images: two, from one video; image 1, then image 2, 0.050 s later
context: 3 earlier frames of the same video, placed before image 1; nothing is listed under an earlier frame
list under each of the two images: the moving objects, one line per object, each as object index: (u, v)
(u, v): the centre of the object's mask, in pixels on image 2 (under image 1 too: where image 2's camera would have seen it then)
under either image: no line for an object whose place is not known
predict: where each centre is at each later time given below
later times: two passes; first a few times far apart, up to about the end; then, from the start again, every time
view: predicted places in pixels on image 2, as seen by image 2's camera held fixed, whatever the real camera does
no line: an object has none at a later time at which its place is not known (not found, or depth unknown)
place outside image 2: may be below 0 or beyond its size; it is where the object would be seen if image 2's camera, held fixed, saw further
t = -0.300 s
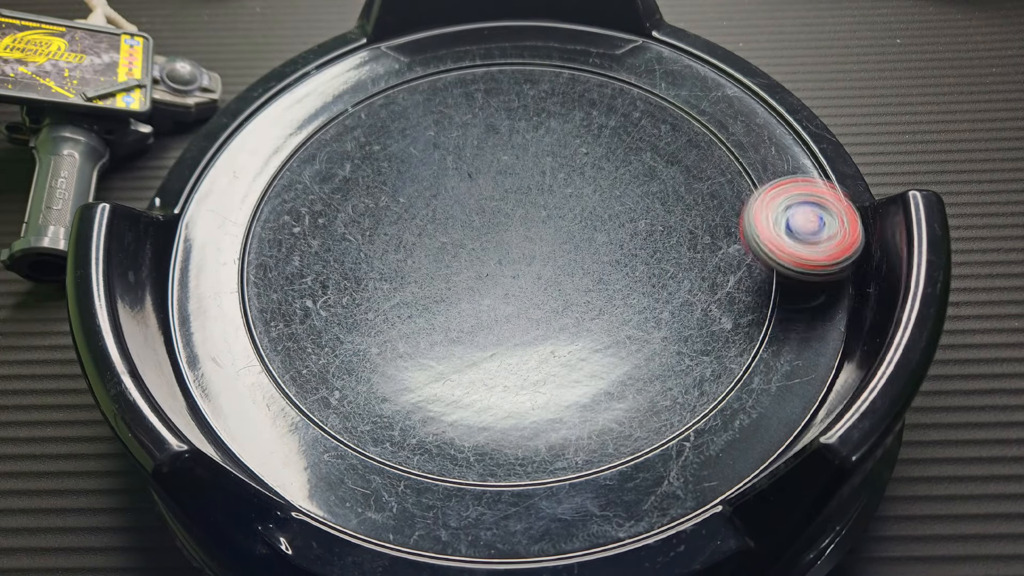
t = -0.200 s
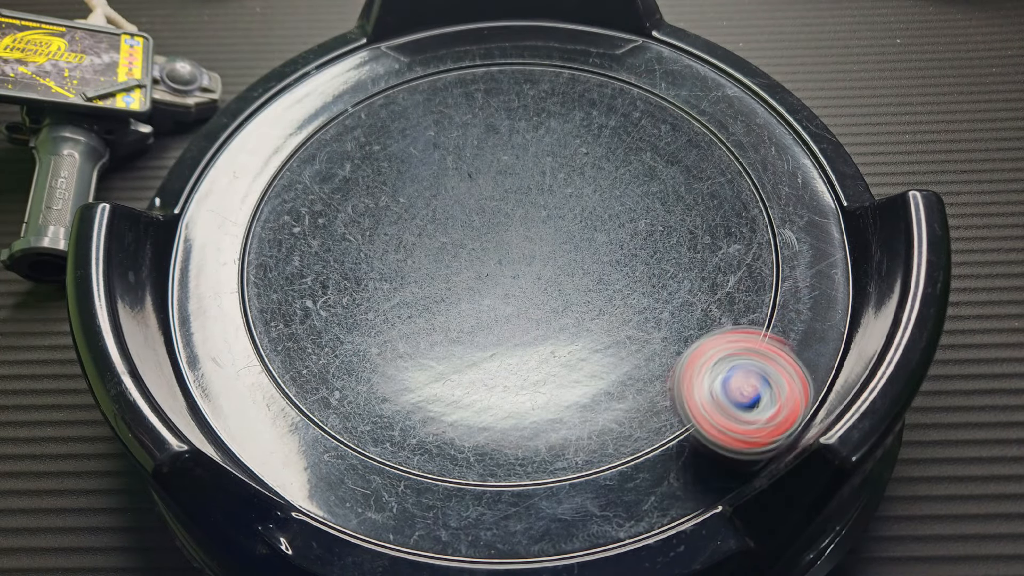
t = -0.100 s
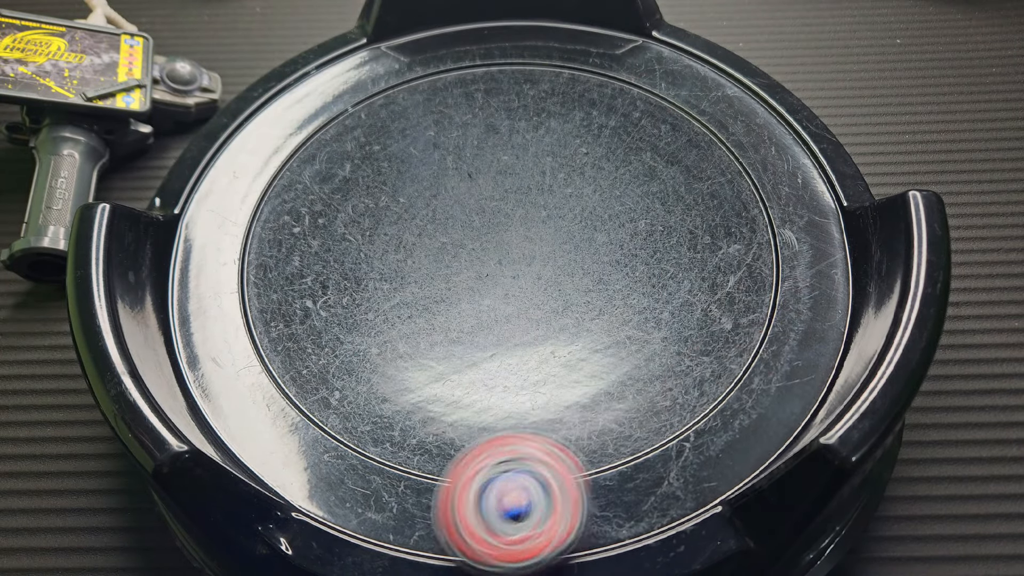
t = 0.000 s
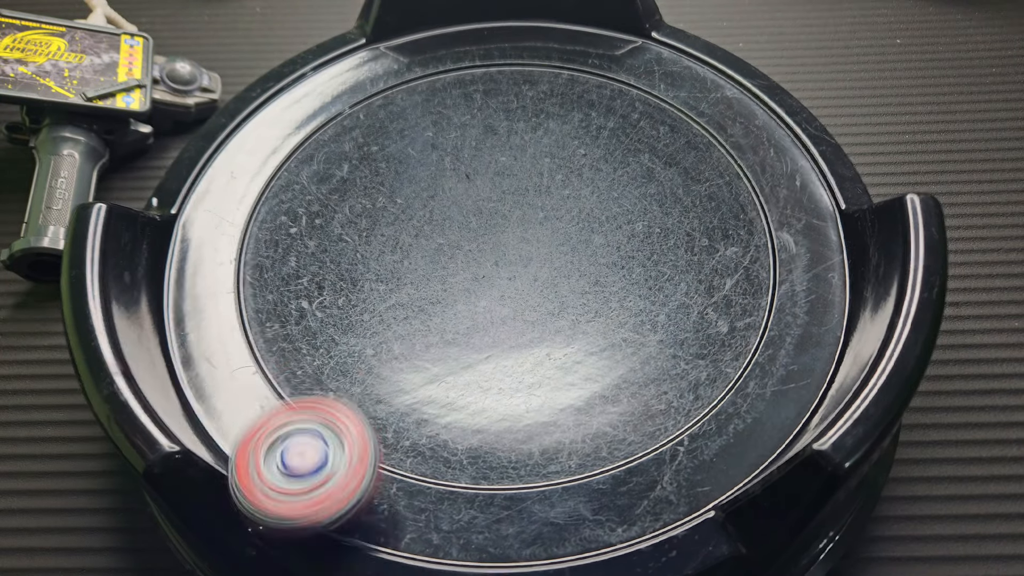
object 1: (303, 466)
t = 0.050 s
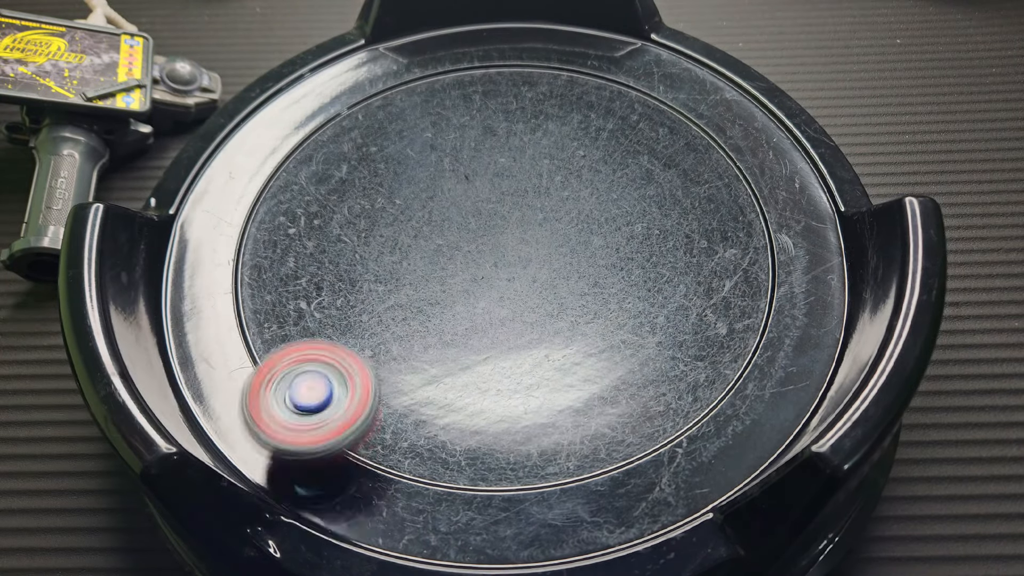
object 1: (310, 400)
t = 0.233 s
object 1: (373, 207)
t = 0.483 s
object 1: (649, 131)
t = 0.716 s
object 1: (727, 357)
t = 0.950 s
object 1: (325, 373)
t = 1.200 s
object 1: (392, 86)
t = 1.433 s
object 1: (694, 99)
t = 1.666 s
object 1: (676, 393)
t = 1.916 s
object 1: (253, 326)
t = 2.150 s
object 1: (362, 79)
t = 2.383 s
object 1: (648, 99)
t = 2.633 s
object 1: (637, 403)
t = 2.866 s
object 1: (264, 342)
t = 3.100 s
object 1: (370, 100)
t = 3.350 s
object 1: (683, 160)
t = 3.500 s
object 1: (753, 332)
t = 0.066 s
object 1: (317, 390)
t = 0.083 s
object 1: (320, 373)
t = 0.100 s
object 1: (322, 352)
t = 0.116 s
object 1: (325, 331)
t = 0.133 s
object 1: (331, 315)
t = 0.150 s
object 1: (334, 297)
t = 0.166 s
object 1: (338, 277)
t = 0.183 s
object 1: (344, 259)
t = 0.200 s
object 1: (351, 241)
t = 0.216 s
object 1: (361, 224)
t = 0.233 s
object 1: (373, 207)
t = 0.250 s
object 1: (386, 194)
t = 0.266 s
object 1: (401, 178)
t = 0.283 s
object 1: (417, 167)
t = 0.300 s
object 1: (434, 154)
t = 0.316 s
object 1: (452, 144)
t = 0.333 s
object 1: (471, 137)
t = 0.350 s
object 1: (489, 131)
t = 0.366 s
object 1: (509, 124)
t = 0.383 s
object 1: (529, 121)
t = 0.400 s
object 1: (550, 118)
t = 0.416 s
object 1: (569, 117)
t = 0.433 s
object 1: (590, 118)
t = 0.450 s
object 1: (610, 120)
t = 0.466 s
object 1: (629, 125)
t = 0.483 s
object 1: (649, 131)
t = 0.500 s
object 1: (666, 137)
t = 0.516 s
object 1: (685, 145)
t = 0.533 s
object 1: (702, 156)
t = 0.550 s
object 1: (719, 167)
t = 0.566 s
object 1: (736, 183)
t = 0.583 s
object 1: (750, 197)
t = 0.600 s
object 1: (766, 213)
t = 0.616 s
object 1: (775, 230)
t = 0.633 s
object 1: (773, 247)
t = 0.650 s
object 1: (770, 270)
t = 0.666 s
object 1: (763, 294)
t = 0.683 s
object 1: (756, 314)
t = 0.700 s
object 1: (744, 338)
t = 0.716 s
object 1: (727, 357)
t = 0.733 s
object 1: (703, 378)
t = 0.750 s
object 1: (679, 396)
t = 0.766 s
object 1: (650, 411)
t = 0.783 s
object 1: (620, 426)
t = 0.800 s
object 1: (587, 436)
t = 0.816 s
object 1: (553, 444)
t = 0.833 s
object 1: (519, 448)
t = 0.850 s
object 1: (484, 446)
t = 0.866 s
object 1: (452, 442)
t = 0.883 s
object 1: (418, 433)
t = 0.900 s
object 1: (391, 423)
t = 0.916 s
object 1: (366, 408)
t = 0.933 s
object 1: (344, 393)
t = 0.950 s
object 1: (325, 373)
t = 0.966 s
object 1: (310, 354)
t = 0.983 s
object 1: (300, 332)
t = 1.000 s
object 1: (290, 312)
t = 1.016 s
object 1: (286, 290)
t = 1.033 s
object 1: (284, 269)
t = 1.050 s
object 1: (285, 248)
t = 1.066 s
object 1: (290, 228)
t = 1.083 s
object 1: (296, 207)
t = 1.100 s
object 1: (305, 188)
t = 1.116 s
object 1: (314, 168)
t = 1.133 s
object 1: (326, 149)
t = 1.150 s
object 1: (341, 132)
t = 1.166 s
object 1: (357, 116)
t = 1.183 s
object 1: (374, 99)
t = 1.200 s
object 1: (392, 86)
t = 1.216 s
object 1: (412, 73)
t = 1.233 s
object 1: (431, 61)
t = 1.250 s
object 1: (453, 52)
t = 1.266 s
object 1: (475, 45)
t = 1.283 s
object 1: (498, 39)
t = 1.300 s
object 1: (521, 37)
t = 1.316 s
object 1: (544, 39)
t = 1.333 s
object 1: (566, 45)
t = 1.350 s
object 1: (587, 55)
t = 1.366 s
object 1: (609, 64)
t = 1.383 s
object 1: (629, 72)
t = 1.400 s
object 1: (651, 79)
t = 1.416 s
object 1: (673, 88)
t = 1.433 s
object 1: (694, 99)
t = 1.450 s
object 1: (710, 113)
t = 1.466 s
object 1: (724, 132)
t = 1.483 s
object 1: (737, 151)
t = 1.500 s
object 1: (750, 169)
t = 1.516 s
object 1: (759, 190)
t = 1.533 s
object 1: (766, 211)
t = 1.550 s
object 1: (769, 236)
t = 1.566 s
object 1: (769, 259)
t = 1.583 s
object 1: (763, 284)
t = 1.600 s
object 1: (754, 308)
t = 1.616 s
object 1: (739, 333)
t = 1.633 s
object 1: (722, 353)
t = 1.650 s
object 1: (701, 377)
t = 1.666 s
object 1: (676, 393)
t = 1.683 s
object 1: (648, 408)
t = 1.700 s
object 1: (615, 421)
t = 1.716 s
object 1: (583, 429)
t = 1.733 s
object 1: (547, 438)
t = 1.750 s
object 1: (514, 441)
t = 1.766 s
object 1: (477, 439)
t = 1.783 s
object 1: (445, 439)
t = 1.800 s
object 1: (412, 429)
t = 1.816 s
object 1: (380, 422)
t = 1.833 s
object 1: (354, 411)
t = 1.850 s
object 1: (327, 396)
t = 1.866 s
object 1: (305, 381)
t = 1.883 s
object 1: (286, 364)
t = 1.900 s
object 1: (268, 344)
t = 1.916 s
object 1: (253, 326)
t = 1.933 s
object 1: (242, 305)
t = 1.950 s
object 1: (234, 283)
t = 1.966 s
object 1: (233, 261)
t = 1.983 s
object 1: (236, 242)
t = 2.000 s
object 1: (240, 219)
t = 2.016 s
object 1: (247, 200)
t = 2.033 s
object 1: (254, 182)
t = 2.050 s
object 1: (262, 161)
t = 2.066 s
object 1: (274, 144)
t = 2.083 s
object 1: (291, 129)
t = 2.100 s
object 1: (311, 119)
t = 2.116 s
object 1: (329, 104)
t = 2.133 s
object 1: (347, 92)
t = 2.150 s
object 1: (362, 79)
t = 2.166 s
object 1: (381, 68)
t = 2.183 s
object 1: (401, 61)
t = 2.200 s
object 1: (422, 56)
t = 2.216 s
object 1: (444, 51)
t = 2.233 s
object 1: (465, 50)
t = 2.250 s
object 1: (487, 46)
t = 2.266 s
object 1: (510, 47)
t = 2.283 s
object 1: (531, 48)
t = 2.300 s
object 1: (553, 52)
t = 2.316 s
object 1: (573, 57)
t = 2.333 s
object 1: (593, 64)
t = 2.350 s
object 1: (613, 74)
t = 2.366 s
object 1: (630, 84)
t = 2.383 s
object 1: (648, 99)
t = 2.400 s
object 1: (664, 111)
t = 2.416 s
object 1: (679, 127)
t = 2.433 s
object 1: (693, 144)
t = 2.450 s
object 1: (703, 162)
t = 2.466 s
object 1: (712, 183)
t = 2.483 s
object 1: (719, 203)
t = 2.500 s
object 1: (722, 227)
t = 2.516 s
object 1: (725, 248)
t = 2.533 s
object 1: (722, 272)
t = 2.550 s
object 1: (717, 295)
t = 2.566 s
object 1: (708, 317)
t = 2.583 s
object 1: (696, 341)
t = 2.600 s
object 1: (679, 363)
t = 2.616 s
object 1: (660, 383)
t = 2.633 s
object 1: (637, 403)
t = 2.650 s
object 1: (610, 421)
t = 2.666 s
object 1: (582, 435)
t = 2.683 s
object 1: (552, 449)
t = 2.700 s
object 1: (521, 458)
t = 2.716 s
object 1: (487, 464)
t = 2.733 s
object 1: (453, 461)
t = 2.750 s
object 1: (422, 454)
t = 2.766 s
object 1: (392, 441)
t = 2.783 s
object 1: (363, 432)
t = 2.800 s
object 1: (338, 417)
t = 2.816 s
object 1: (312, 400)
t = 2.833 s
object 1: (292, 384)
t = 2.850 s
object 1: (276, 364)
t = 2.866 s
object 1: (264, 342)
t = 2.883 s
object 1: (254, 320)
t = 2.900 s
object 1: (246, 299)
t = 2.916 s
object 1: (242, 277)
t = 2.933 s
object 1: (243, 253)
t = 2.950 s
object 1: (246, 233)
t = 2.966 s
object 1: (251, 212)
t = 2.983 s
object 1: (259, 193)
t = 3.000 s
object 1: (269, 176)
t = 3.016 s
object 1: (282, 158)
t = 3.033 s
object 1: (297, 144)
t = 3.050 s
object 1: (314, 130)
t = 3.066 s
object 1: (331, 119)
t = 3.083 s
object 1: (351, 107)
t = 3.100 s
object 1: (370, 100)
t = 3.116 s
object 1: (391, 93)
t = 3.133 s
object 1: (412, 87)
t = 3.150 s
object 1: (434, 84)
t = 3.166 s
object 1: (457, 82)
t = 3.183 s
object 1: (481, 81)
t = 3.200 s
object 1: (503, 82)
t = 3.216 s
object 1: (526, 85)
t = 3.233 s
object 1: (548, 89)
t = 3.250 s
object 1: (569, 97)
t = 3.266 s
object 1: (590, 102)
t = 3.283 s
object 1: (611, 111)
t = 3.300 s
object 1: (630, 122)
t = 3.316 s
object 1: (648, 133)
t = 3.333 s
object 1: (666, 145)
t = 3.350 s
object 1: (683, 160)
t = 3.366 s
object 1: (698, 174)
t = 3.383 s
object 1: (712, 190)
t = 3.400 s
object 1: (725, 209)
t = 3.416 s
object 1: (736, 227)
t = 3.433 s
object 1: (743, 244)
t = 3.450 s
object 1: (750, 266)
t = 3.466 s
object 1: (753, 287)
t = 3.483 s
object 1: (753, 309)
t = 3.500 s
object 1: (753, 332)
